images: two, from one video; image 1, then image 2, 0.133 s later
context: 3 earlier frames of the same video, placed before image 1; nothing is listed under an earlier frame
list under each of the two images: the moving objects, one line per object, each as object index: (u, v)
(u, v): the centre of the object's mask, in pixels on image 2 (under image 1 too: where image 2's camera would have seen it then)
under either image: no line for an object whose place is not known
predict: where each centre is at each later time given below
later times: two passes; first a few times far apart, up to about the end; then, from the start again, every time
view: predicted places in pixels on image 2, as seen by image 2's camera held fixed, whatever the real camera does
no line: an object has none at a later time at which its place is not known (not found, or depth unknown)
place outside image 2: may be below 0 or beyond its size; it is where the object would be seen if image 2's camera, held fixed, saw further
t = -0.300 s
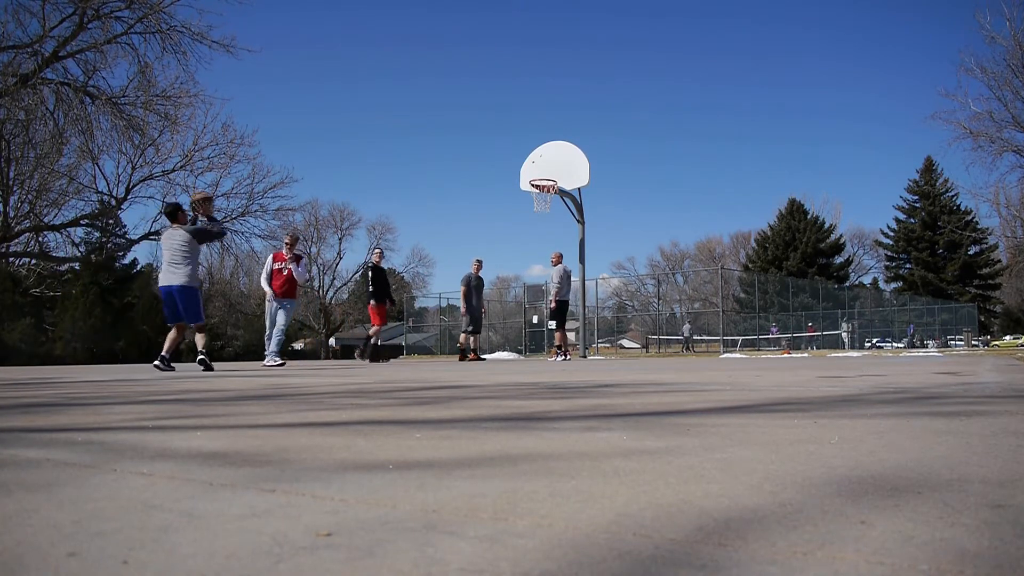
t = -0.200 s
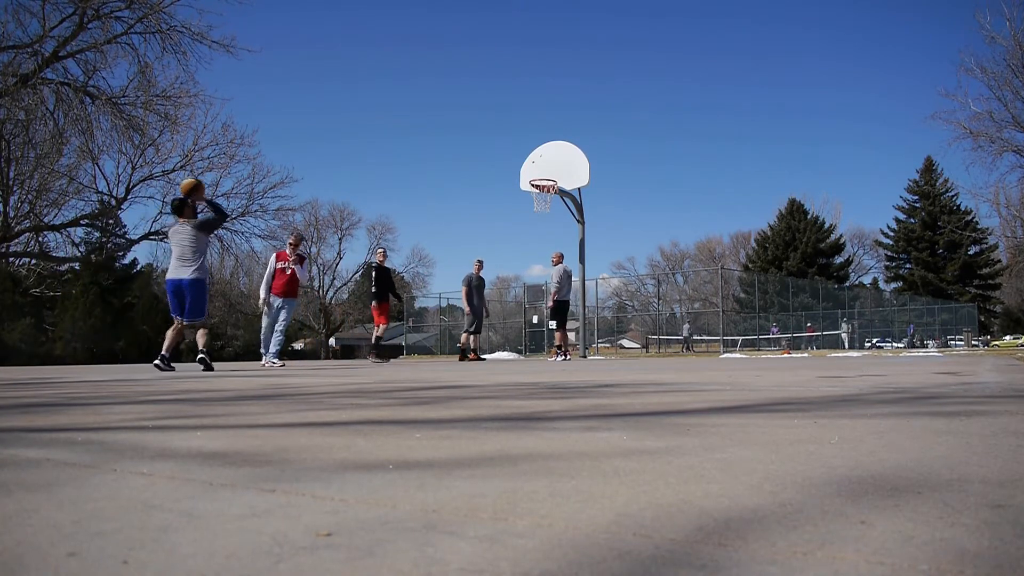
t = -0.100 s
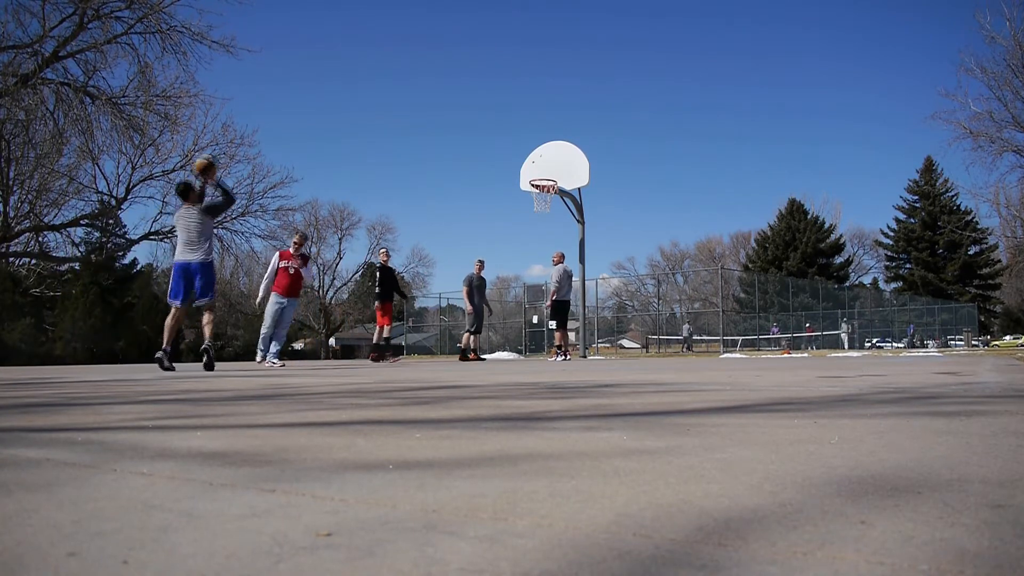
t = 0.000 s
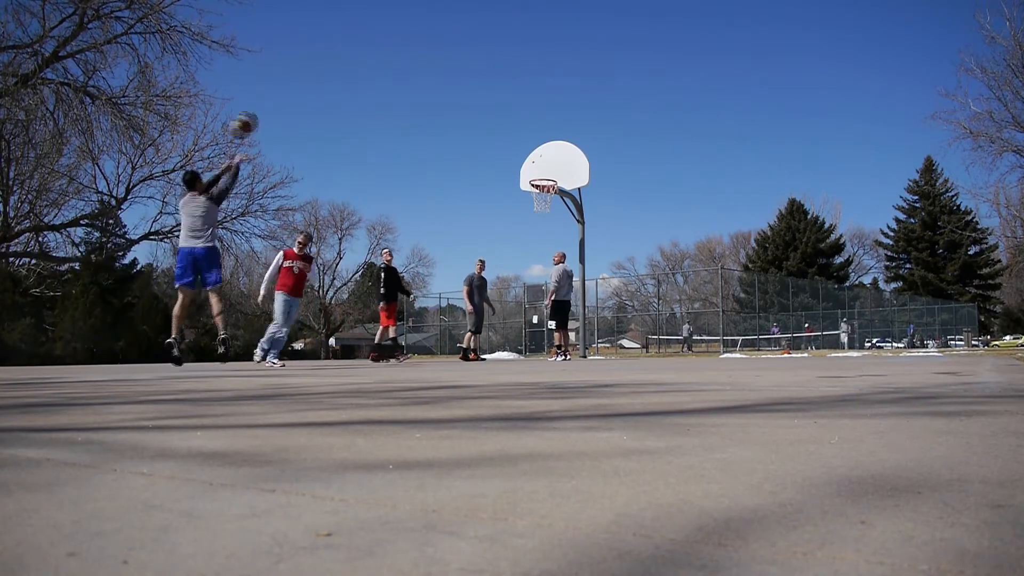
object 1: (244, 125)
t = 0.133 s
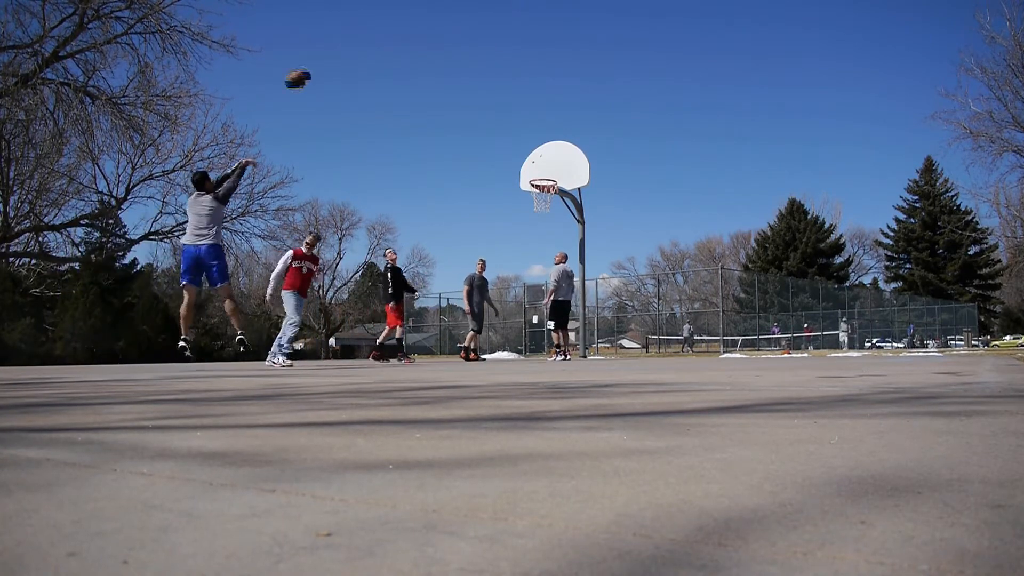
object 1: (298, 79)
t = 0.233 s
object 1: (333, 56)
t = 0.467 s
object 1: (402, 37)
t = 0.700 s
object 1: (458, 54)
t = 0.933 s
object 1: (504, 100)
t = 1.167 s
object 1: (545, 170)
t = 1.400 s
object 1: (541, 202)
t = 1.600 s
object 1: (532, 222)
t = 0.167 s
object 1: (310, 70)
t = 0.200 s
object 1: (322, 63)
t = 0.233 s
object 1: (333, 56)
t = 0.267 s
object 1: (344, 51)
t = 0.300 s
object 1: (354, 47)
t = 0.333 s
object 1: (365, 44)
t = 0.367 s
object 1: (374, 40)
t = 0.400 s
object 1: (384, 38)
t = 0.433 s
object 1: (393, 37)
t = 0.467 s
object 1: (402, 37)
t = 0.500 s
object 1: (410, 38)
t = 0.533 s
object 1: (419, 39)
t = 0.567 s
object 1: (427, 40)
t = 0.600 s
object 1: (435, 43)
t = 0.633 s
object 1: (442, 46)
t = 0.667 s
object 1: (450, 50)
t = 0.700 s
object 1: (458, 54)
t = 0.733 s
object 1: (465, 59)
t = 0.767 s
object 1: (472, 65)
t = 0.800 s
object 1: (479, 71)
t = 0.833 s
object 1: (486, 78)
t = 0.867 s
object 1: (492, 85)
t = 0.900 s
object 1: (498, 93)
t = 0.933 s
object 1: (504, 100)
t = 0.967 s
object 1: (511, 109)
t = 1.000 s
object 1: (516, 118)
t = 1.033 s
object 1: (523, 128)
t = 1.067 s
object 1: (529, 139)
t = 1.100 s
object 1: (534, 149)
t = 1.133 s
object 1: (539, 160)
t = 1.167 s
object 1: (545, 170)
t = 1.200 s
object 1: (549, 177)
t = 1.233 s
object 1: (547, 190)
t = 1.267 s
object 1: (547, 195)
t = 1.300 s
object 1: (546, 198)
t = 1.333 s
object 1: (544, 199)
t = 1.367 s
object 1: (543, 201)
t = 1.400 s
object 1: (541, 202)
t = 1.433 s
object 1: (540, 203)
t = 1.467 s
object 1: (538, 206)
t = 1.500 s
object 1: (537, 209)
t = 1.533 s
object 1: (535, 213)
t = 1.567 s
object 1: (534, 217)
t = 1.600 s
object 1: (532, 222)
